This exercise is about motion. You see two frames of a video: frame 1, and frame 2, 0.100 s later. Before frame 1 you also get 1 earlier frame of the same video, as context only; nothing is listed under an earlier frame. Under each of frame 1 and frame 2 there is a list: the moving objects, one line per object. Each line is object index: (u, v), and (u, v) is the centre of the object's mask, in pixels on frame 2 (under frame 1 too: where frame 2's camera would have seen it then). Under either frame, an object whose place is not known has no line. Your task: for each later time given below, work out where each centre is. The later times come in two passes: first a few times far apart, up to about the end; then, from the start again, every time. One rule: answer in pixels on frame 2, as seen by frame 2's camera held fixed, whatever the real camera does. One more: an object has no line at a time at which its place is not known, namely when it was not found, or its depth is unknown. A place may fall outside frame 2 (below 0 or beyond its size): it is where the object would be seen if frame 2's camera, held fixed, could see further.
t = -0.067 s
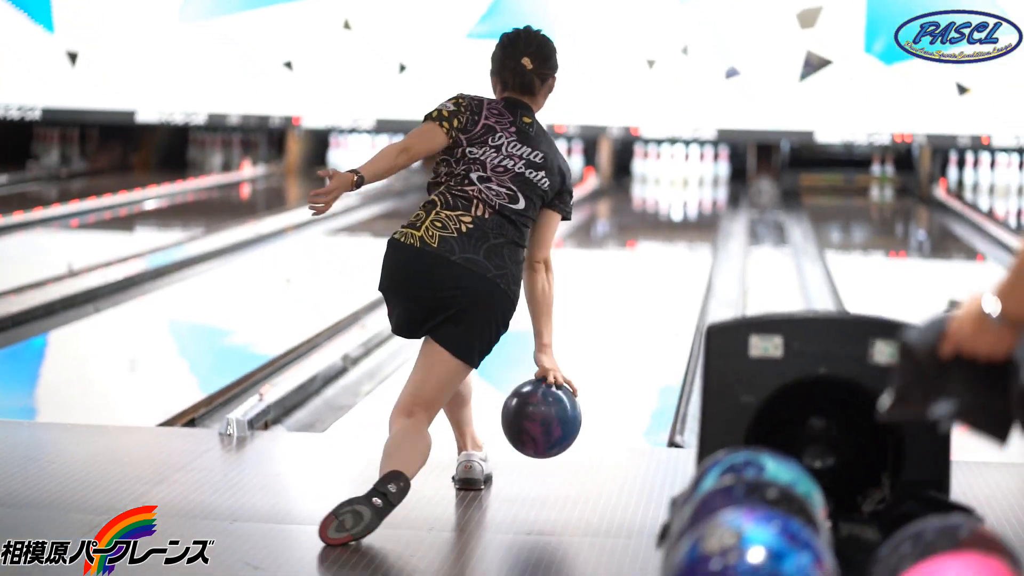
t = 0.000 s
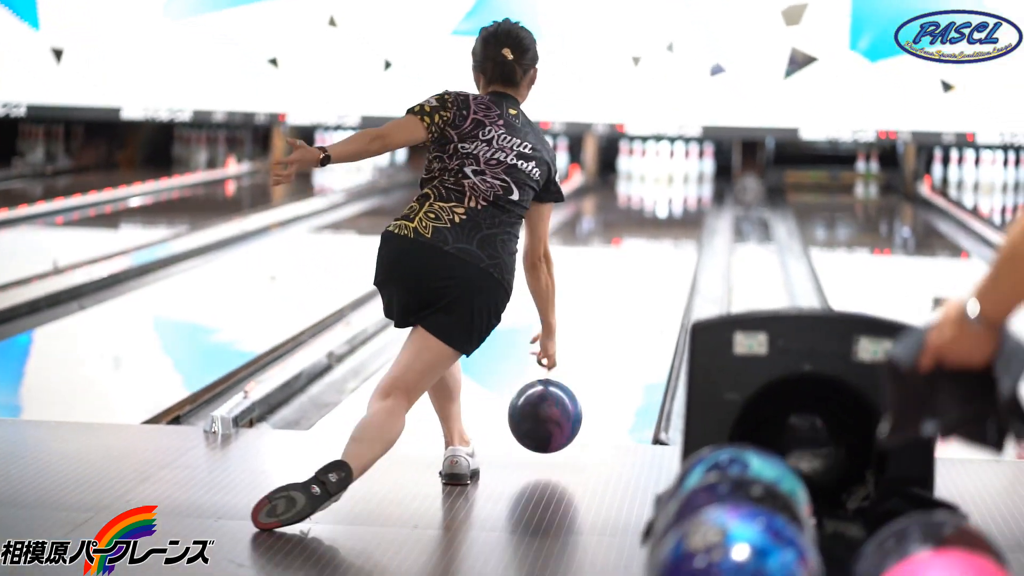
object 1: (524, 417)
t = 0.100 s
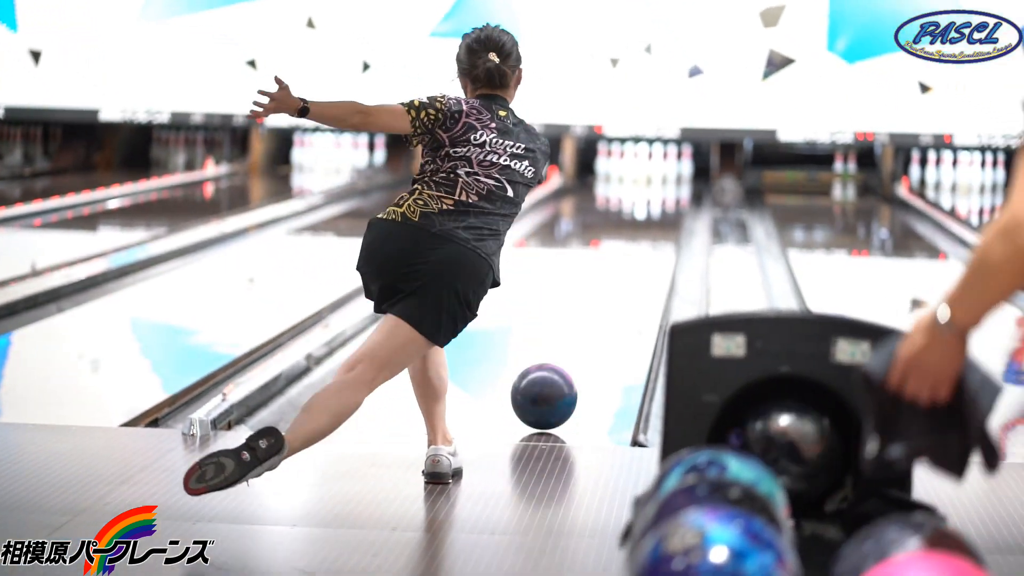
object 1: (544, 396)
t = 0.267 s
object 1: (570, 354)
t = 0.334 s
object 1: (579, 341)
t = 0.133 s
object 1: (549, 387)
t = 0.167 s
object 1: (555, 378)
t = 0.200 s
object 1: (560, 370)
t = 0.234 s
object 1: (565, 362)
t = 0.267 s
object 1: (570, 354)
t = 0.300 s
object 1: (575, 347)
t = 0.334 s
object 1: (579, 341)
